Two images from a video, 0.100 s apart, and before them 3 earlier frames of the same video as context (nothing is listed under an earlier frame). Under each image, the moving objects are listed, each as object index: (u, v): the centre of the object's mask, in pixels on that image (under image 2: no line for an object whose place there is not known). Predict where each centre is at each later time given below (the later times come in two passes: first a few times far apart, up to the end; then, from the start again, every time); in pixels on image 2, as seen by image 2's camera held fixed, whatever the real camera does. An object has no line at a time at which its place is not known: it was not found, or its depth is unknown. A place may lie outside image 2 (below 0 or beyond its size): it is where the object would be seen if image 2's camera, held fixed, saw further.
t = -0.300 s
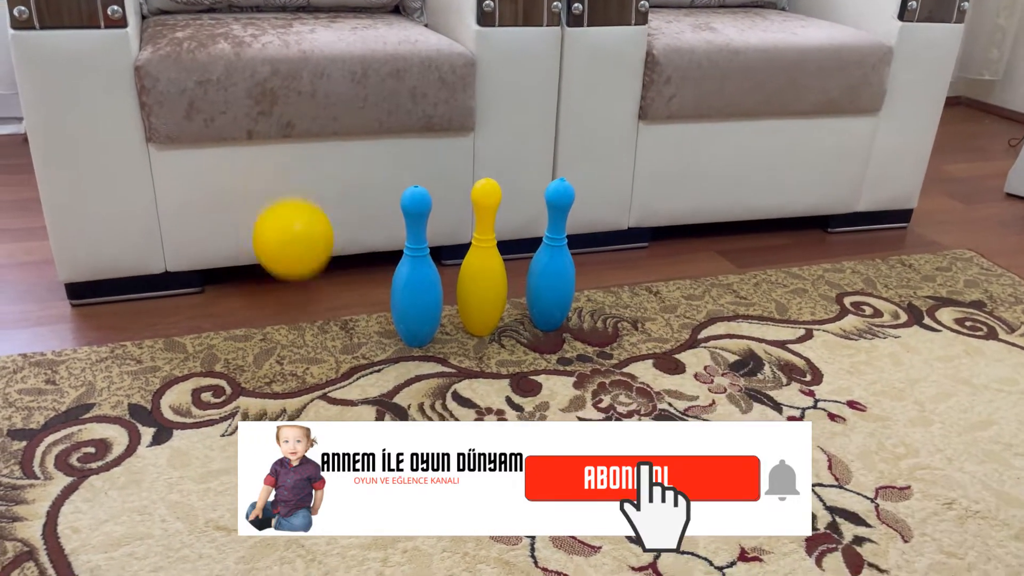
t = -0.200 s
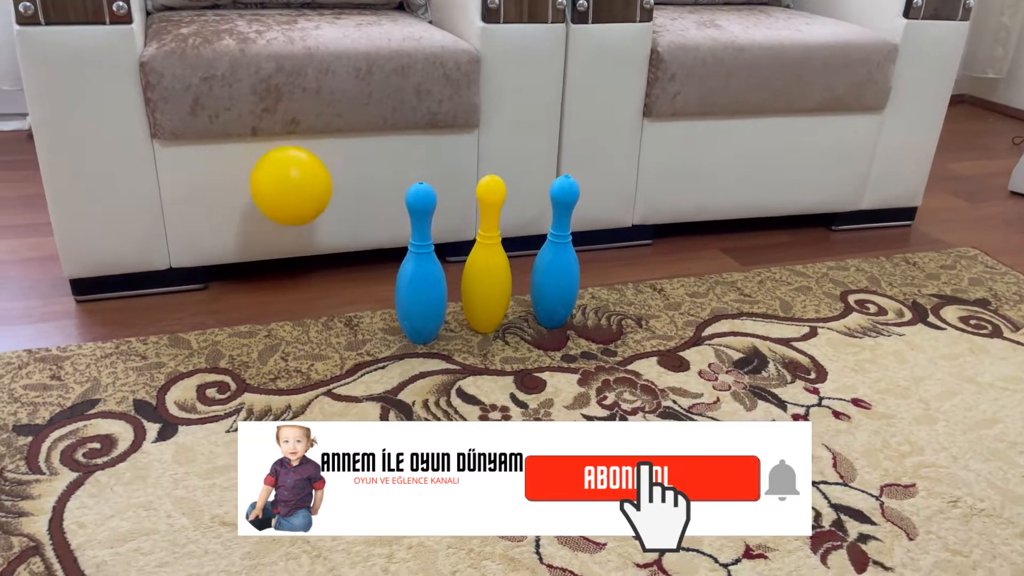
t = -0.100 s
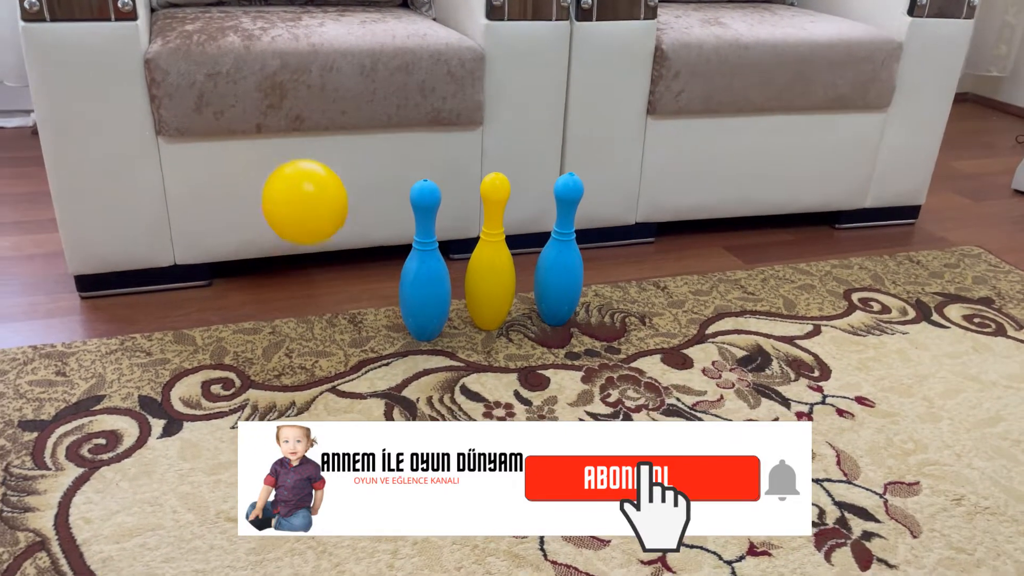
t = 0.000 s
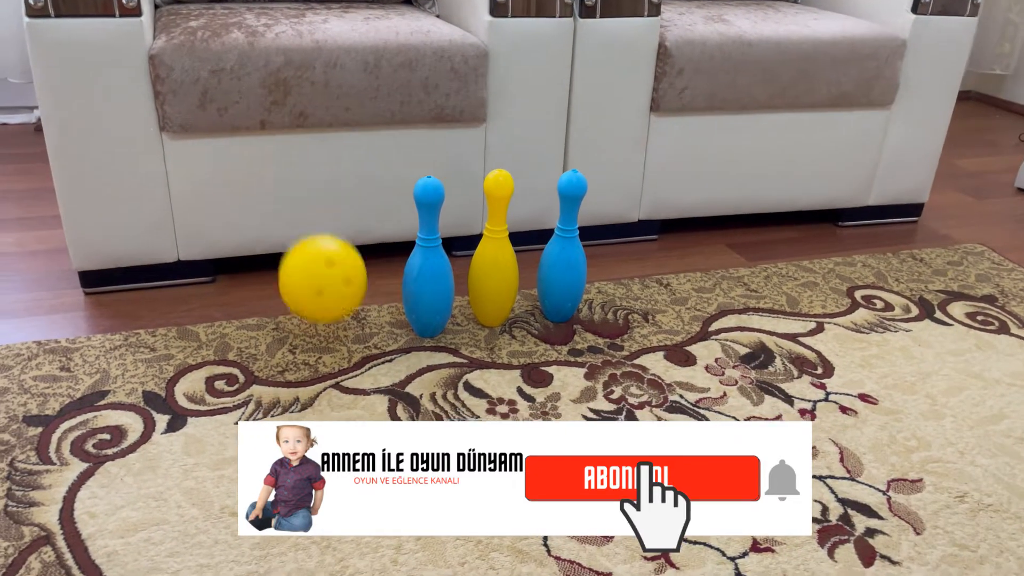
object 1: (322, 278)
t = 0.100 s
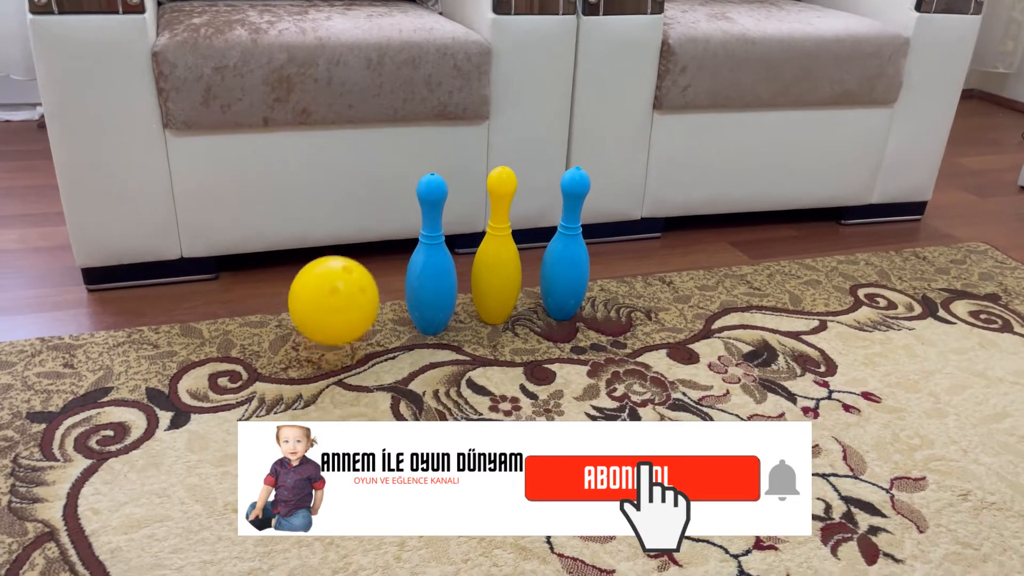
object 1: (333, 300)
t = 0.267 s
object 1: (343, 342)
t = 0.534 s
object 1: (385, 355)
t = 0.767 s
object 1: (425, 360)
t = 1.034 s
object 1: (468, 358)
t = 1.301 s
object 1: (495, 354)
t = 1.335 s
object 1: (497, 353)
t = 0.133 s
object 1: (335, 298)
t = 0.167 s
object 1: (336, 301)
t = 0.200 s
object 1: (338, 311)
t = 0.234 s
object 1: (340, 328)
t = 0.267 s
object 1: (343, 342)
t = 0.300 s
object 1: (348, 337)
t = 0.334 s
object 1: (353, 338)
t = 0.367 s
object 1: (358, 345)
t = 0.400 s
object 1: (363, 348)
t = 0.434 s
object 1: (368, 351)
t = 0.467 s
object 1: (374, 353)
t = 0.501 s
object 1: (379, 355)
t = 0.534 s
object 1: (385, 355)
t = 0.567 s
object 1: (390, 356)
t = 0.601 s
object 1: (396, 357)
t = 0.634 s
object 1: (402, 358)
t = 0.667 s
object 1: (408, 359)
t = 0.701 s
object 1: (413, 360)
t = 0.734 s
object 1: (419, 360)
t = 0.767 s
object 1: (425, 360)
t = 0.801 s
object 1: (431, 361)
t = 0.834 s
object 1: (437, 361)
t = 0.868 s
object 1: (442, 361)
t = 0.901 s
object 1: (448, 361)
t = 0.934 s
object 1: (453, 361)
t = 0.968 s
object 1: (458, 360)
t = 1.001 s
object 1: (463, 359)
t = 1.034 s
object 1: (468, 358)
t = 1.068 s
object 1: (472, 358)
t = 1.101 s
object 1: (476, 357)
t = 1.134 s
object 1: (480, 357)
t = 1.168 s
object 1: (484, 356)
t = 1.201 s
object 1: (487, 356)
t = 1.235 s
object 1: (490, 355)
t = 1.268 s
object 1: (493, 354)
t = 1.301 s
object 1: (495, 354)
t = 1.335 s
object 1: (497, 353)
